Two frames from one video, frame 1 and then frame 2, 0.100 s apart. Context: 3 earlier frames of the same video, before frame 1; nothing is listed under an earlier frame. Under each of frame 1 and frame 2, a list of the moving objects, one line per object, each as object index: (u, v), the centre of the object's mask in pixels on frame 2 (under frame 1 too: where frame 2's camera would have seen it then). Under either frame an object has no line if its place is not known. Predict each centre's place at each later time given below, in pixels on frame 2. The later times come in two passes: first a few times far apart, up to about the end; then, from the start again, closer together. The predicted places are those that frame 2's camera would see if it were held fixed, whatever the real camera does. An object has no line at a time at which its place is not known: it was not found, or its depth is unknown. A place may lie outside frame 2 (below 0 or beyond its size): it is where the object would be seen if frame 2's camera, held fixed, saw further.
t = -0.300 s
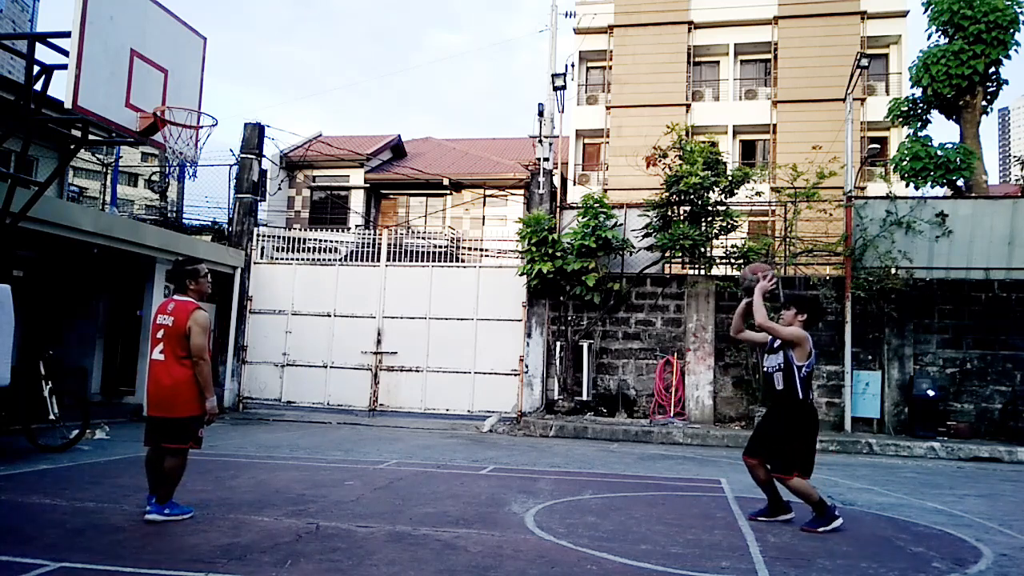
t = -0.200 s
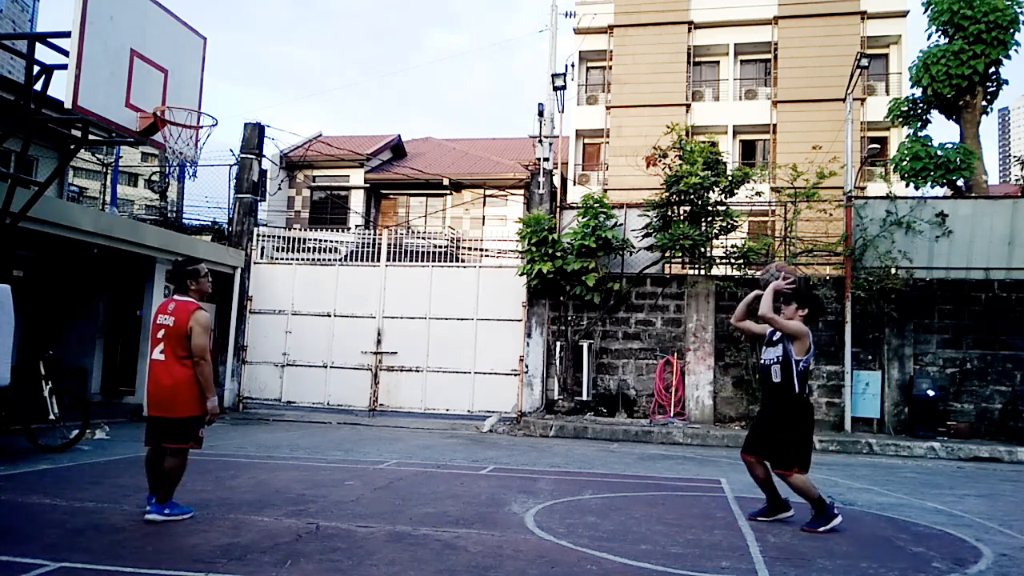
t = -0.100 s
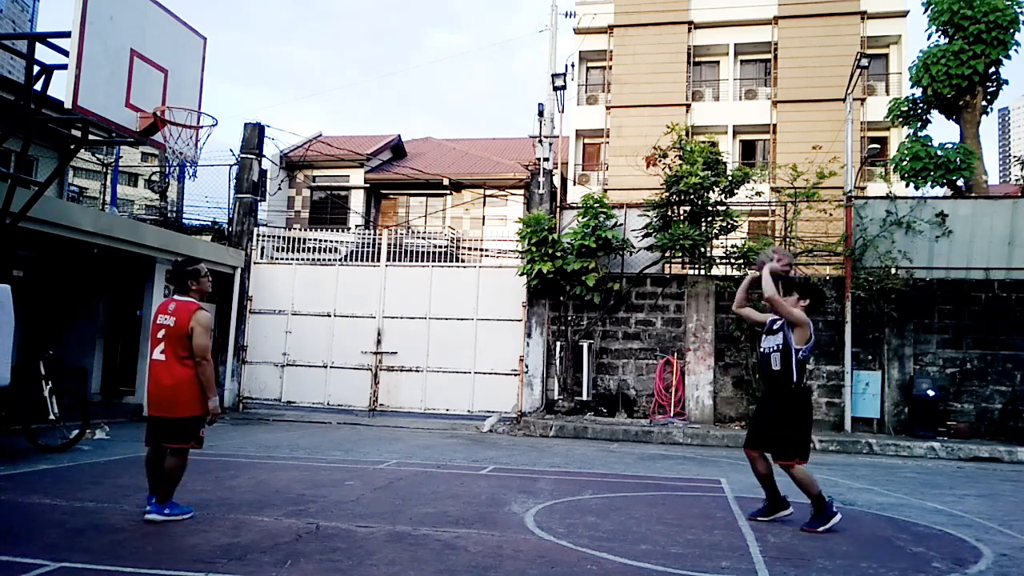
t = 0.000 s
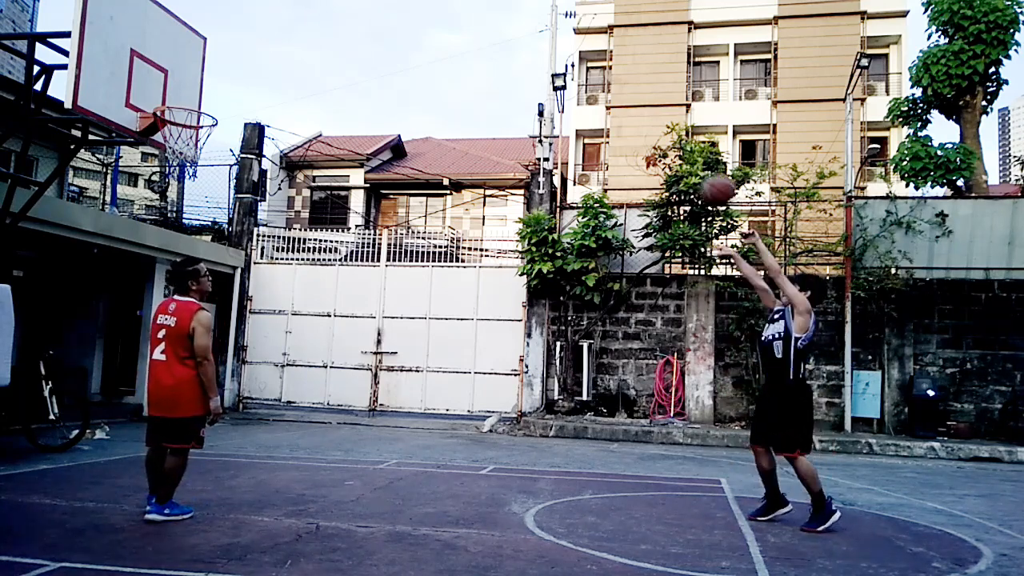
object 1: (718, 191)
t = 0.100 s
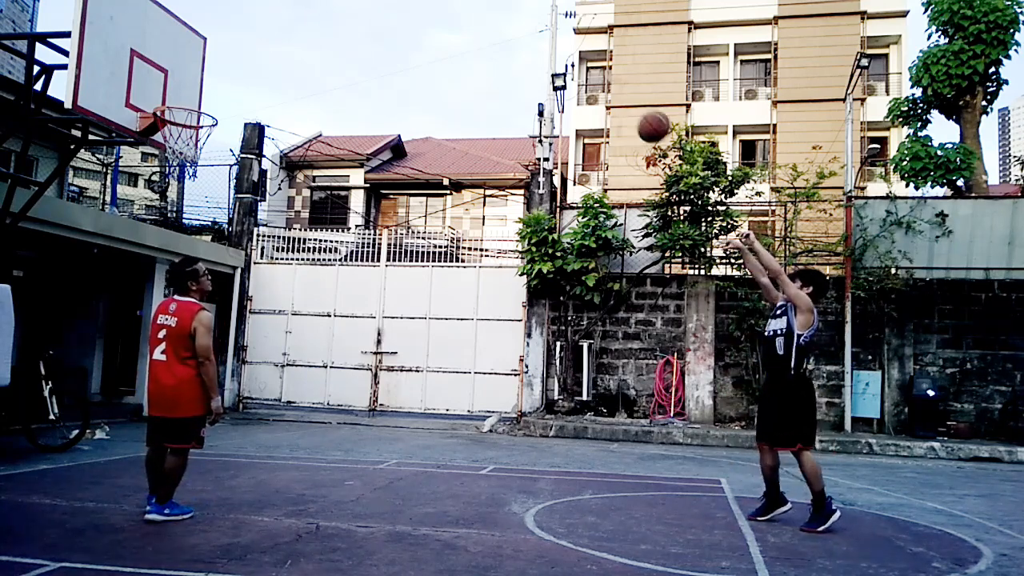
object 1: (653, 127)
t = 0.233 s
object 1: (573, 66)
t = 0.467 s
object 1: (440, 17)
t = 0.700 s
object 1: (315, 34)
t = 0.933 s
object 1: (194, 111)
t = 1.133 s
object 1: (156, 160)
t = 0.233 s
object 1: (573, 66)
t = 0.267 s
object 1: (553, 55)
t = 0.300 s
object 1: (534, 45)
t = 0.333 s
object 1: (514, 36)
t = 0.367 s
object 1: (495, 30)
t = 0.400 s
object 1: (477, 24)
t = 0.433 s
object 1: (458, 20)
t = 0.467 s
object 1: (440, 17)
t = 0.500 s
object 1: (422, 16)
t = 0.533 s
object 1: (404, 15)
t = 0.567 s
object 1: (386, 16)
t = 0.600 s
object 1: (368, 19)
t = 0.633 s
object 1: (350, 23)
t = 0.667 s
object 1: (332, 27)
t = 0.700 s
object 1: (315, 34)
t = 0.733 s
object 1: (297, 41)
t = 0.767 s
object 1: (280, 50)
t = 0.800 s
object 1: (263, 59)
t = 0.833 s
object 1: (245, 71)
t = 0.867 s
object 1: (228, 83)
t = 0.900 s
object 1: (211, 96)
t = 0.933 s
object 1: (194, 111)
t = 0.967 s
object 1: (178, 127)
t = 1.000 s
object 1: (162, 136)
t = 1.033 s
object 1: (154, 140)
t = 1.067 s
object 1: (156, 148)
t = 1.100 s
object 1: (155, 153)
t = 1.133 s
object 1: (156, 160)
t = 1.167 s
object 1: (158, 168)
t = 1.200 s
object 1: (159, 178)
